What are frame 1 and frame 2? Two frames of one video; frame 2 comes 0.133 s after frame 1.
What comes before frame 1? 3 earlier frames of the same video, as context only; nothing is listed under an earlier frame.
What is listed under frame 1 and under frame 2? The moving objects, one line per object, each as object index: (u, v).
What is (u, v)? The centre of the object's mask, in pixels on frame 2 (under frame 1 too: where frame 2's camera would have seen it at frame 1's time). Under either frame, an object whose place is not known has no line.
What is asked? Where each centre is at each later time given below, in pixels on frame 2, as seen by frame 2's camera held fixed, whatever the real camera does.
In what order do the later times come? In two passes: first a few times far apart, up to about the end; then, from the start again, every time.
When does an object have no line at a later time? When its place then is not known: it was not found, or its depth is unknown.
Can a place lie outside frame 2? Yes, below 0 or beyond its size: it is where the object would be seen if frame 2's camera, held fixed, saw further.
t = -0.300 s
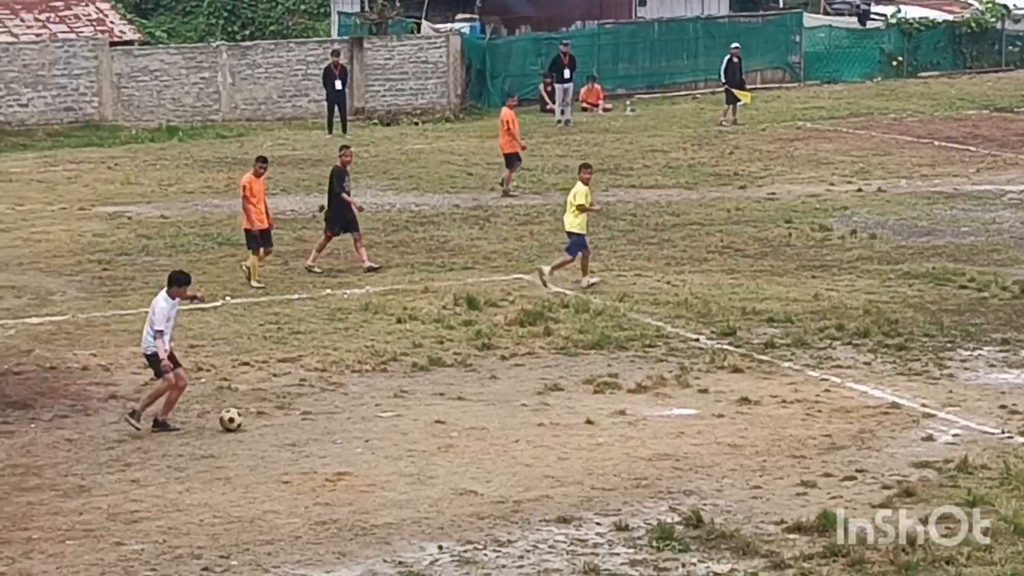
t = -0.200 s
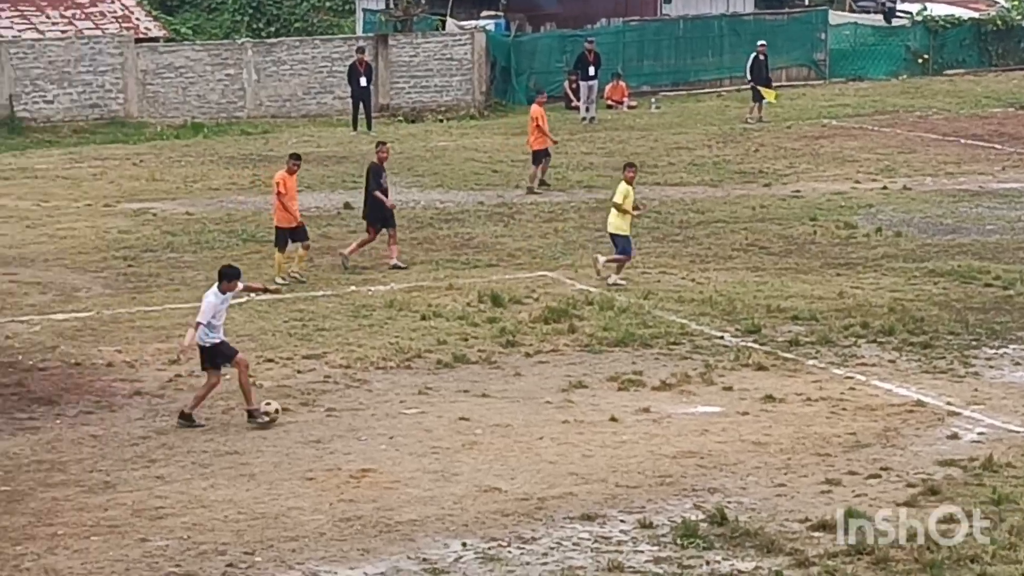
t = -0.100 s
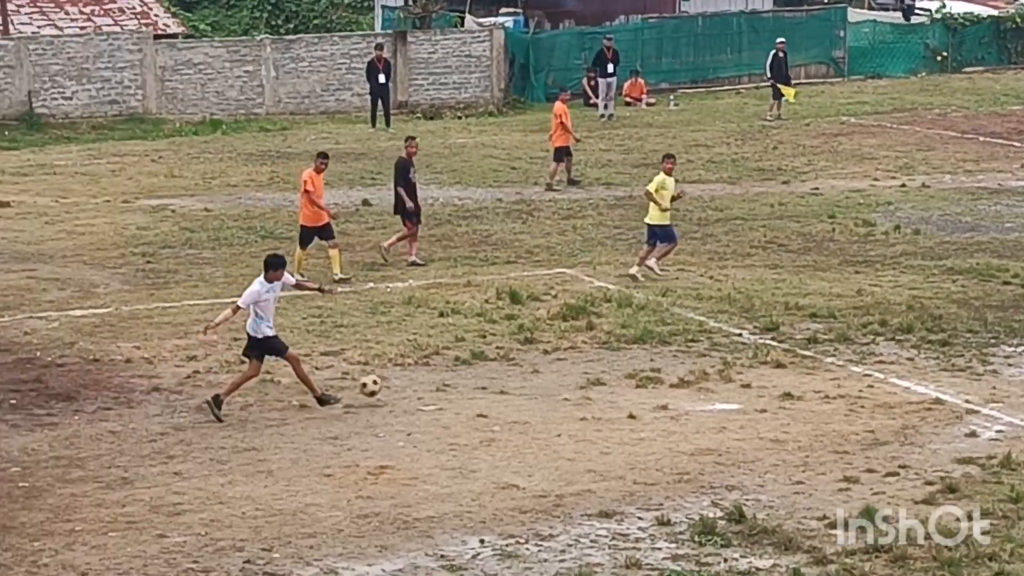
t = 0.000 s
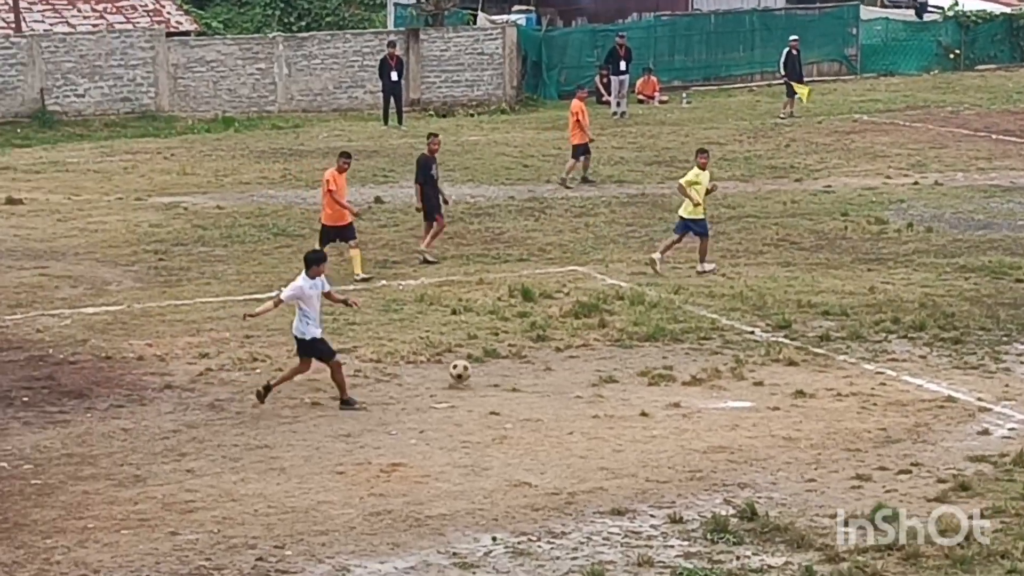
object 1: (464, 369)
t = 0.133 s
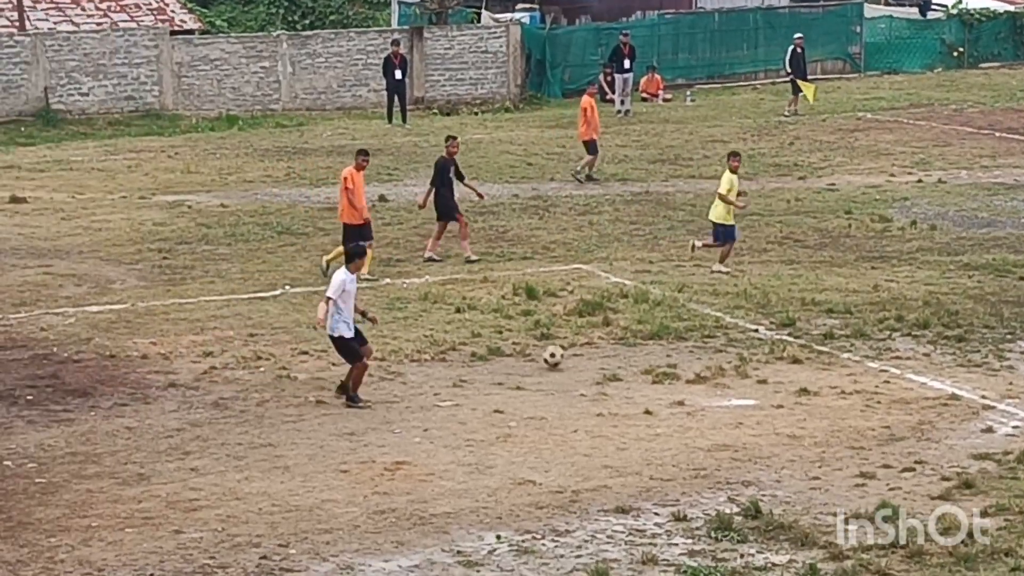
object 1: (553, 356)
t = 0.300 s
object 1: (644, 343)
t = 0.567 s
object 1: (744, 325)
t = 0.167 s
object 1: (572, 351)
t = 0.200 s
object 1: (590, 347)
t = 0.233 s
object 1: (609, 344)
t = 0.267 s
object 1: (626, 343)
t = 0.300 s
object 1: (644, 343)
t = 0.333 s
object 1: (658, 338)
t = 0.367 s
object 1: (672, 333)
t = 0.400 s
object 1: (683, 329)
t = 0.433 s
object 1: (697, 327)
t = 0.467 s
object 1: (709, 324)
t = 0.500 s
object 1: (720, 324)
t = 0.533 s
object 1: (732, 324)
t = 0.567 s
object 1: (744, 325)
